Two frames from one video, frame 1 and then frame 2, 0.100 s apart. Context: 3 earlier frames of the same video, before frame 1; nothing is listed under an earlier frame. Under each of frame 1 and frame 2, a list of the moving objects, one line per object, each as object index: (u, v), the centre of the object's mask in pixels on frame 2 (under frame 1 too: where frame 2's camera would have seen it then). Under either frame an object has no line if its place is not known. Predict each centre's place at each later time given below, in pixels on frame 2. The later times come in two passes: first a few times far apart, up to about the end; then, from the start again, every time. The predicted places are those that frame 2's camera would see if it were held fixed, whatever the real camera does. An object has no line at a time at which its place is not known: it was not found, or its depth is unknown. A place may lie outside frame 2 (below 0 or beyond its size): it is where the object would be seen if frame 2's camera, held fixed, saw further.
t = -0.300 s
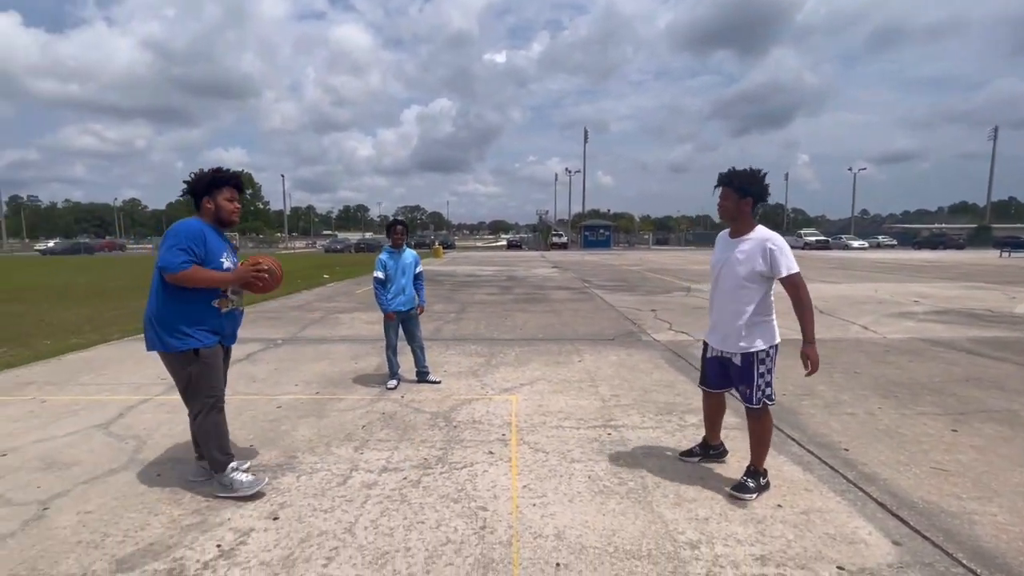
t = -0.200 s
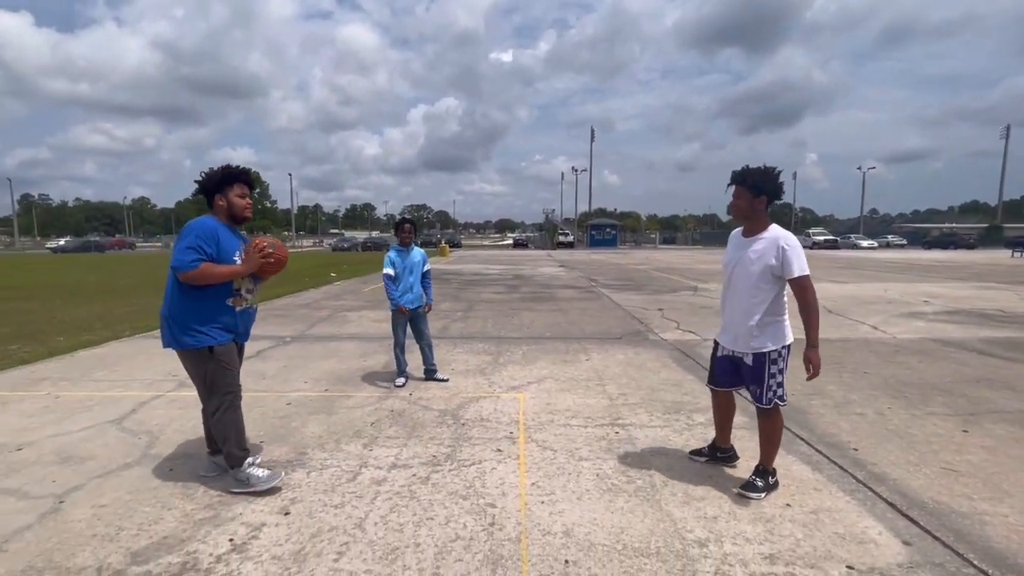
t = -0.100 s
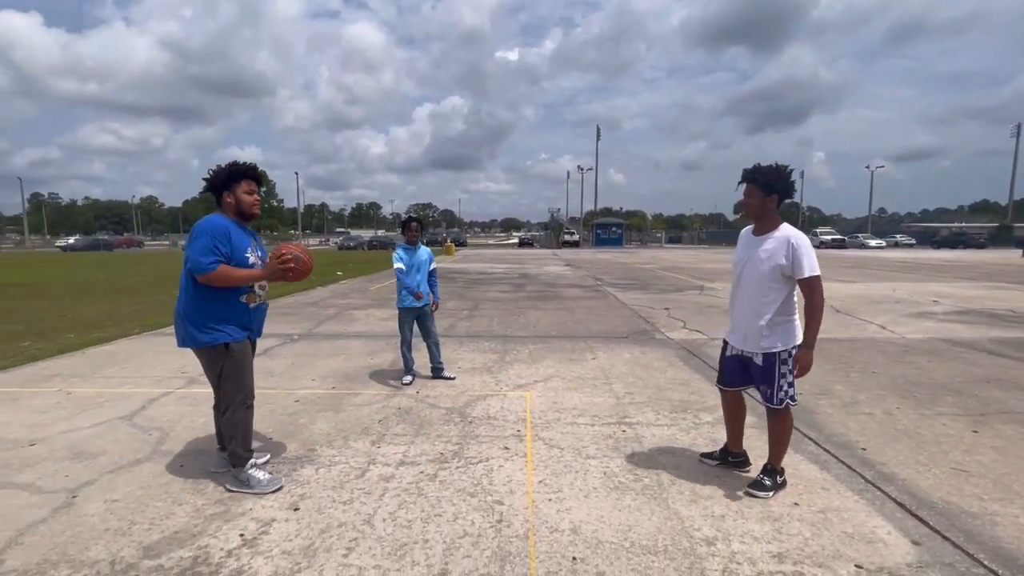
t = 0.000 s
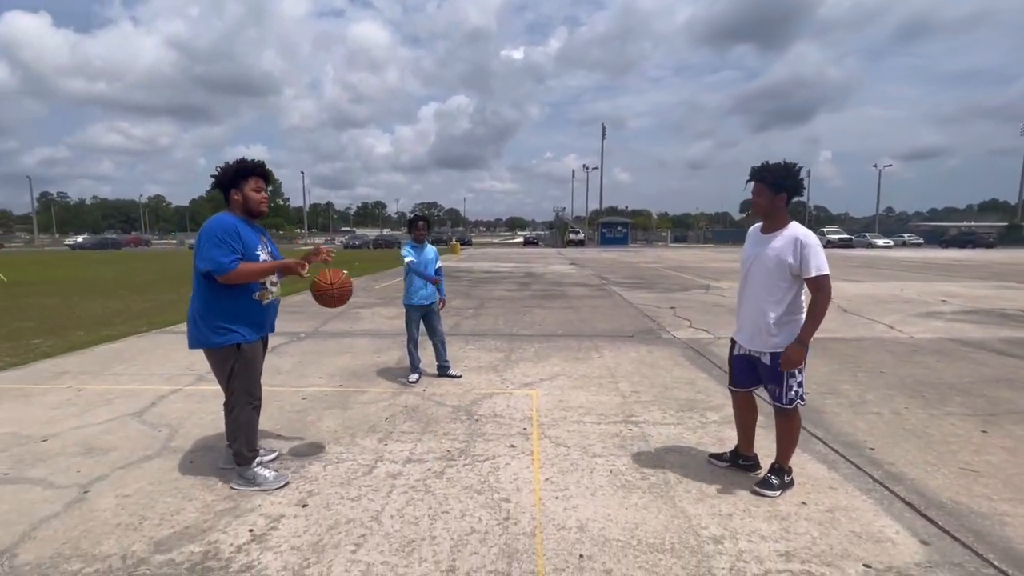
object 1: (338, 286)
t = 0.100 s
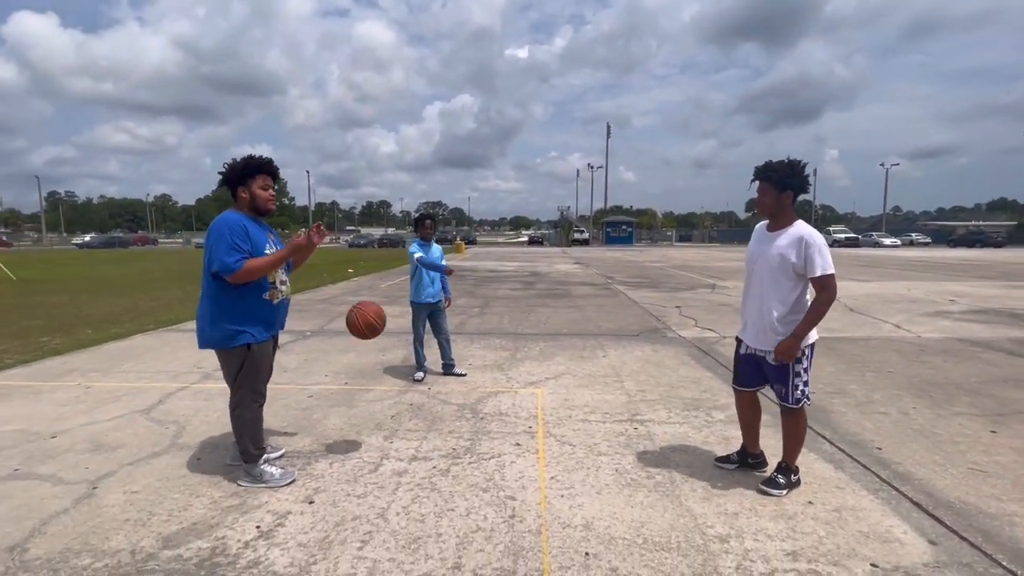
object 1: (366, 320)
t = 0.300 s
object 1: (417, 428)
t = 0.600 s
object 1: (521, 323)
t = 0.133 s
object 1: (375, 335)
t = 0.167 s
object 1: (384, 351)
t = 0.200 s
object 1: (393, 368)
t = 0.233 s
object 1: (401, 388)
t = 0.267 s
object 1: (409, 407)
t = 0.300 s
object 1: (417, 428)
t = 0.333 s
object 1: (427, 429)
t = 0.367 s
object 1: (439, 411)
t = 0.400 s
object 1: (450, 394)
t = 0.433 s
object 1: (462, 378)
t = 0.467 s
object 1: (474, 364)
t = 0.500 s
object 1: (485, 351)
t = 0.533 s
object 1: (497, 340)
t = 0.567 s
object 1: (509, 331)
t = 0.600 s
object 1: (521, 323)
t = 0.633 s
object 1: (533, 317)
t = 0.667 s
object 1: (545, 312)
